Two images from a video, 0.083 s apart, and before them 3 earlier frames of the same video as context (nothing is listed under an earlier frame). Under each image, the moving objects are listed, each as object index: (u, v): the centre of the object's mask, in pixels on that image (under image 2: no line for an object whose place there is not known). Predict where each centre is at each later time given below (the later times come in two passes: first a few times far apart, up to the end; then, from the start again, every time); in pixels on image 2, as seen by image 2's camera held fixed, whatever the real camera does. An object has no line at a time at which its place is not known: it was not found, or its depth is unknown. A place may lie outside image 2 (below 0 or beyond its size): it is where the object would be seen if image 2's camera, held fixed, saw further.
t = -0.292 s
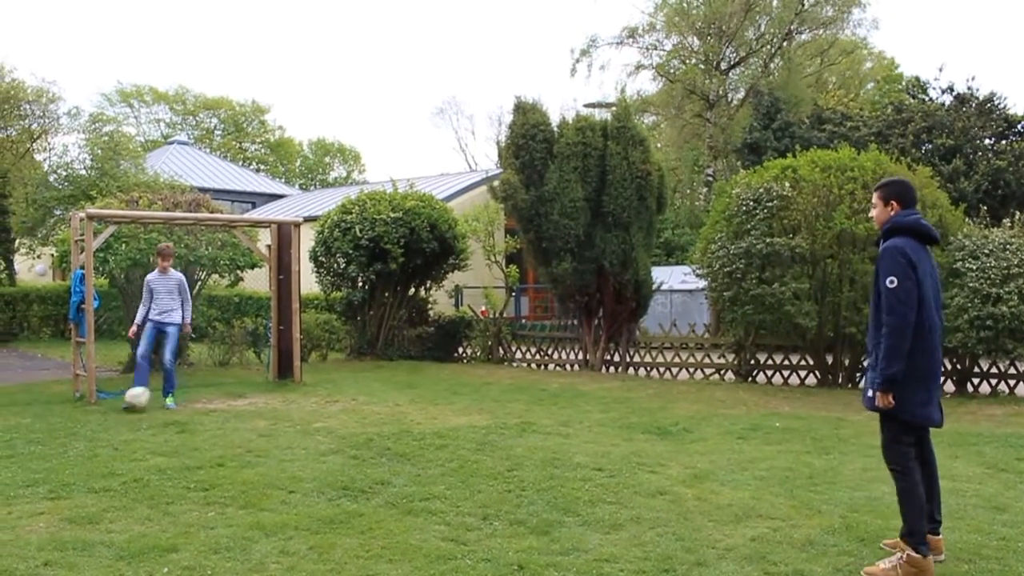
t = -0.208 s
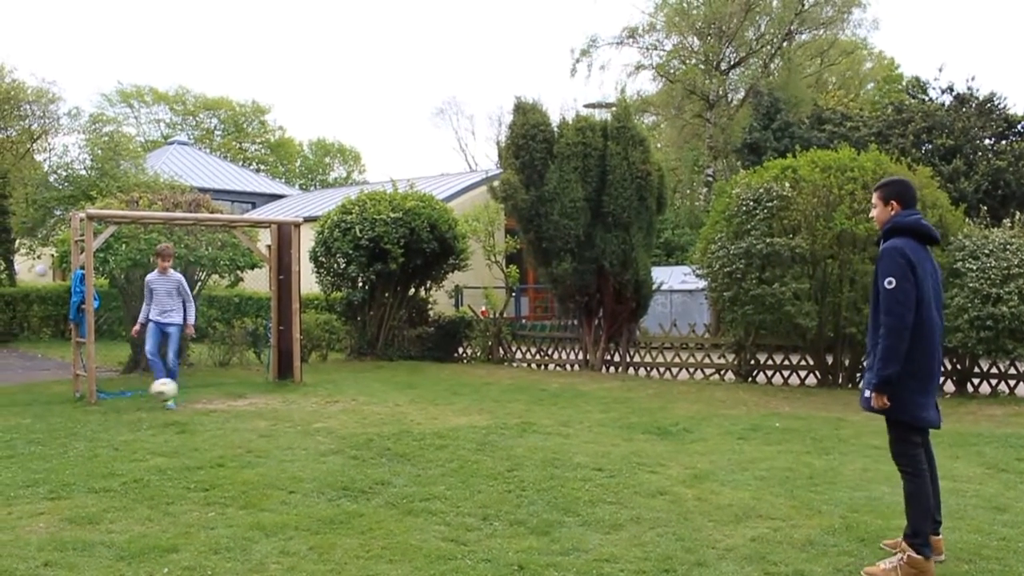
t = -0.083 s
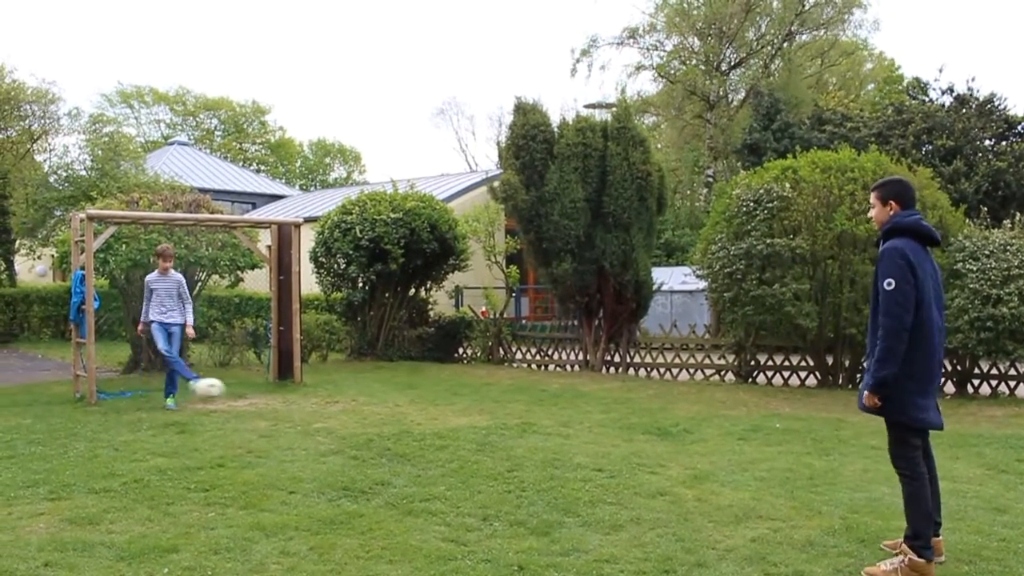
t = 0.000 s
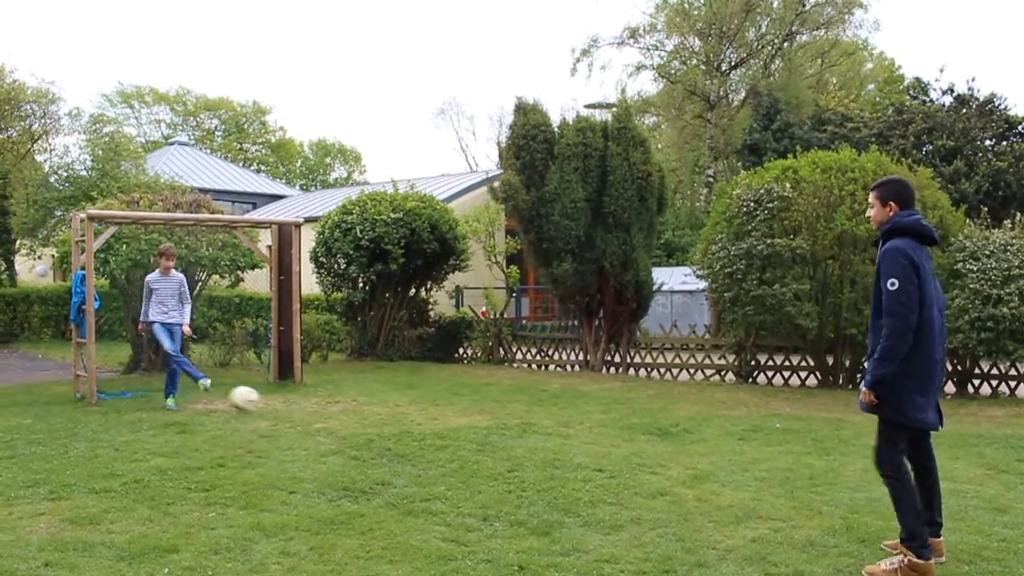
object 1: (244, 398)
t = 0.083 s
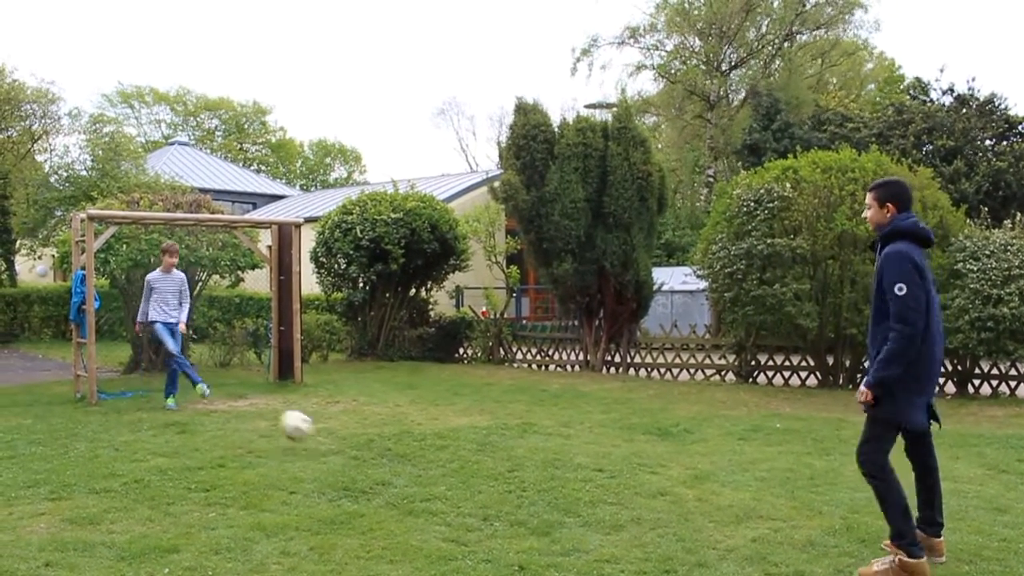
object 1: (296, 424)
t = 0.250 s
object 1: (359, 427)
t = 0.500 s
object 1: (437, 434)
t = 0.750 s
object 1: (544, 473)
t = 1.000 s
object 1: (671, 523)
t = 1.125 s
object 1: (754, 522)
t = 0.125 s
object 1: (320, 441)
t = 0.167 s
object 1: (336, 442)
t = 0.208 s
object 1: (348, 432)
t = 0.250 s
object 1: (359, 427)
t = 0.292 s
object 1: (371, 423)
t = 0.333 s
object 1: (383, 420)
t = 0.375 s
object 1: (395, 419)
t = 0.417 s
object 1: (410, 422)
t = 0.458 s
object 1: (422, 426)
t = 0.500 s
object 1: (437, 434)
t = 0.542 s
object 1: (458, 448)
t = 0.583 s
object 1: (474, 464)
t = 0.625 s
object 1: (489, 482)
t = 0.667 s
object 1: (506, 482)
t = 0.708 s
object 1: (526, 475)
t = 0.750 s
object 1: (544, 473)
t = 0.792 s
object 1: (563, 474)
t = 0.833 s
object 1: (584, 477)
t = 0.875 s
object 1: (604, 485)
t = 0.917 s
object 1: (624, 494)
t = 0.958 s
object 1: (648, 508)
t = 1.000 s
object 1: (671, 523)
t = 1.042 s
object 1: (706, 519)
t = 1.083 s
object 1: (730, 518)
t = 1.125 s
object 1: (754, 522)
